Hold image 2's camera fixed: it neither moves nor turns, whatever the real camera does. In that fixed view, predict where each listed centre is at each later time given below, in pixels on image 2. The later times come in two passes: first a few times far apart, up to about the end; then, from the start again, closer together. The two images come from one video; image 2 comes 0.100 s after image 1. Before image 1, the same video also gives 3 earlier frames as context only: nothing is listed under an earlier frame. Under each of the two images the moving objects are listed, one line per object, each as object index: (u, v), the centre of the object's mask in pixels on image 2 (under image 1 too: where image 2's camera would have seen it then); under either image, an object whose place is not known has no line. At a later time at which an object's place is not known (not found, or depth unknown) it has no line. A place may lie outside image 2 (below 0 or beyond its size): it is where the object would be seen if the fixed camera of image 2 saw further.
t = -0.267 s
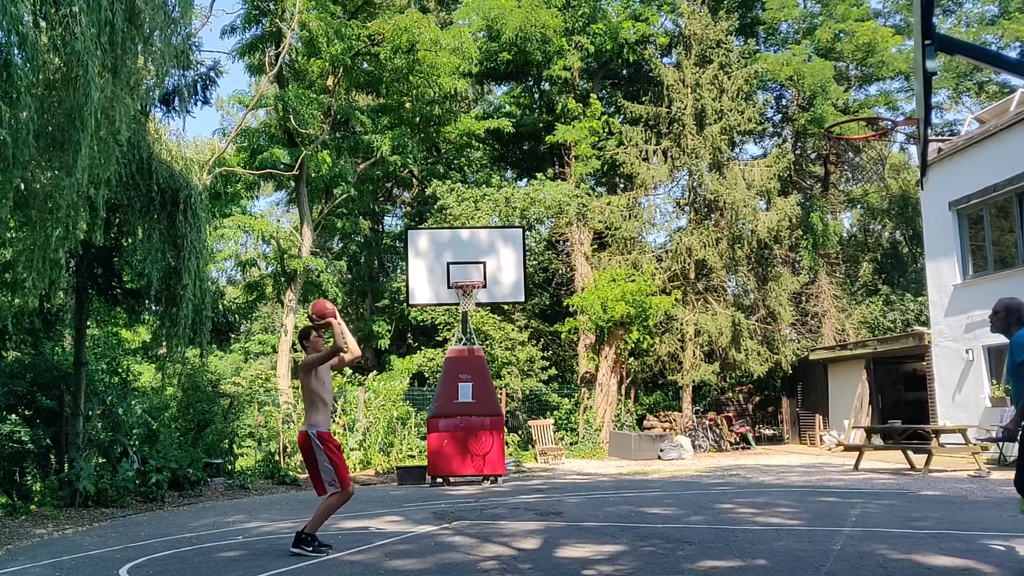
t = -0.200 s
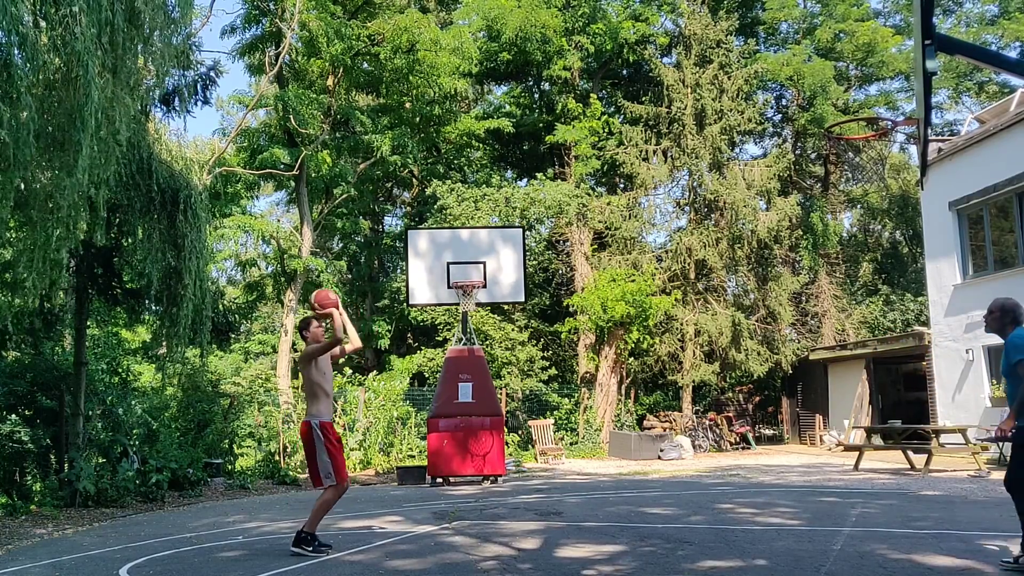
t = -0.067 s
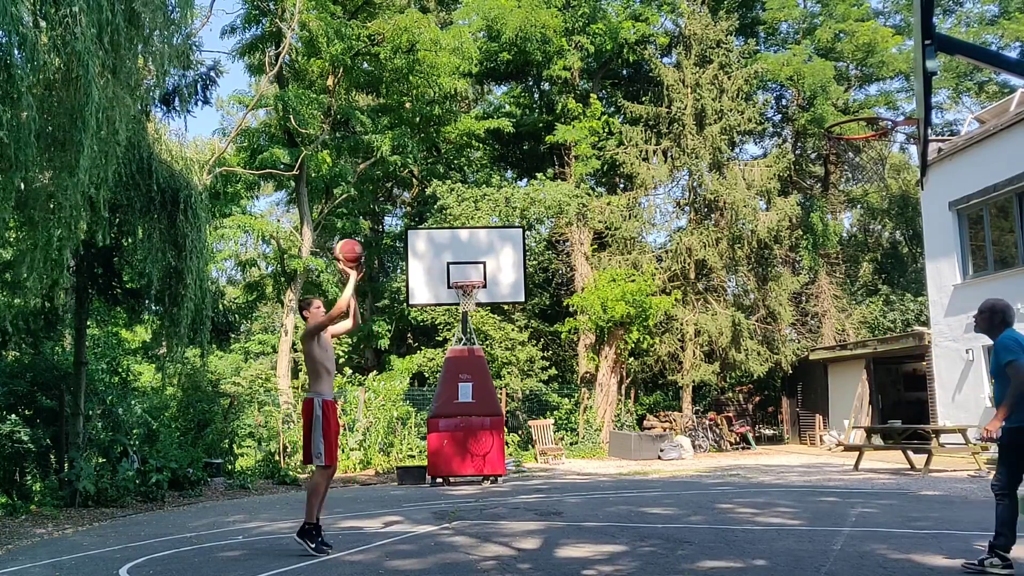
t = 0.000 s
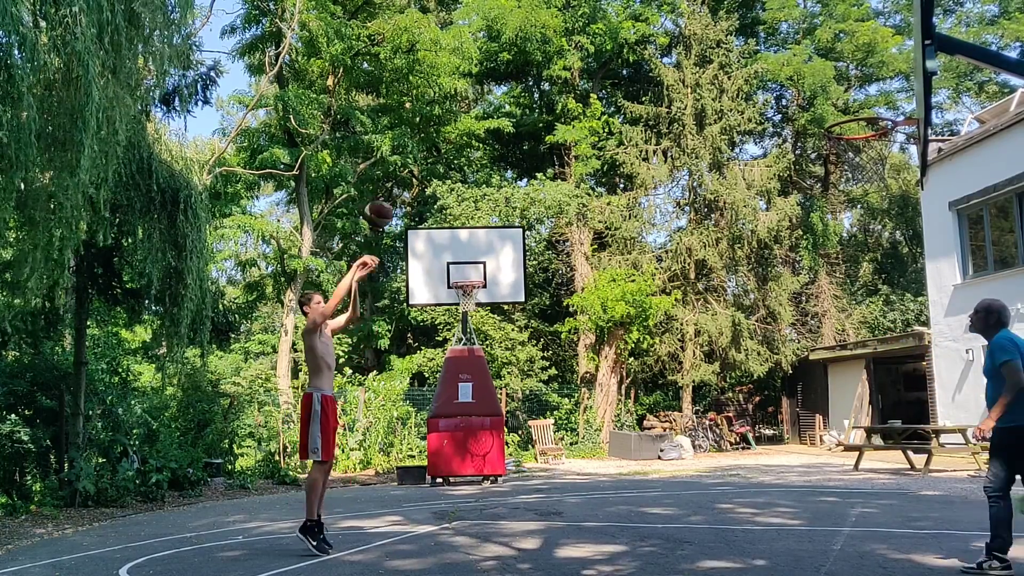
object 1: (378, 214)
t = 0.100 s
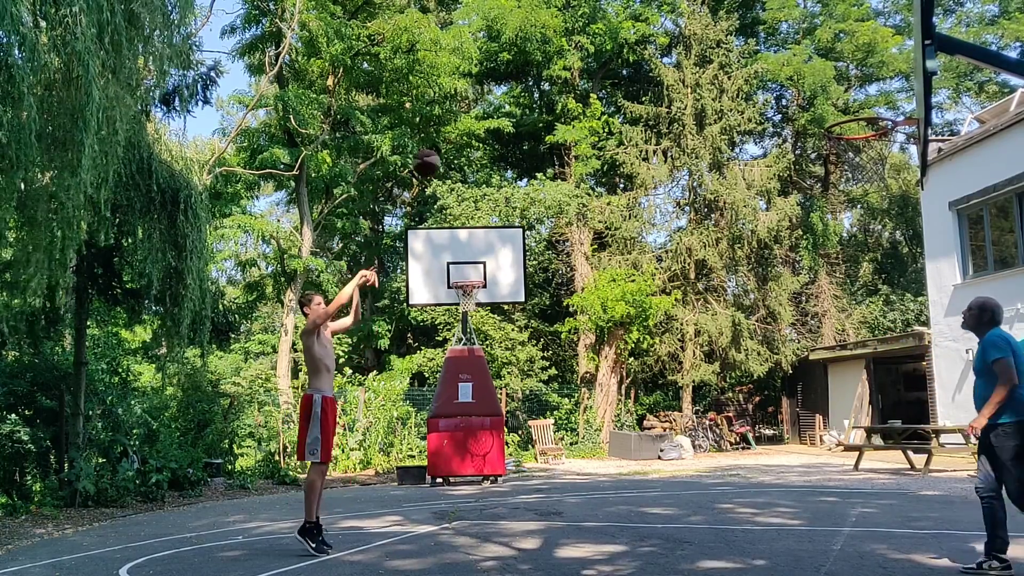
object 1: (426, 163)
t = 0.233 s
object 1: (492, 110)
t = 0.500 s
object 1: (634, 58)
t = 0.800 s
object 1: (814, 99)
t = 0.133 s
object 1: (442, 148)
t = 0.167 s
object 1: (459, 135)
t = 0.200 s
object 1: (475, 123)
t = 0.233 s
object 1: (492, 110)
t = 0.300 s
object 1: (526, 89)
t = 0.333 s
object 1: (542, 82)
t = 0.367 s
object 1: (560, 74)
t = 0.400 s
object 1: (578, 69)
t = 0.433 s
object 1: (596, 64)
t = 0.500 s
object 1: (634, 58)
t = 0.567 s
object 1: (670, 57)
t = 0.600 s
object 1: (690, 58)
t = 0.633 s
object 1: (709, 60)
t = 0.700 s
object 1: (750, 71)
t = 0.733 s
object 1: (771, 79)
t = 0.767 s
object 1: (792, 88)
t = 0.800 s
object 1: (814, 99)
